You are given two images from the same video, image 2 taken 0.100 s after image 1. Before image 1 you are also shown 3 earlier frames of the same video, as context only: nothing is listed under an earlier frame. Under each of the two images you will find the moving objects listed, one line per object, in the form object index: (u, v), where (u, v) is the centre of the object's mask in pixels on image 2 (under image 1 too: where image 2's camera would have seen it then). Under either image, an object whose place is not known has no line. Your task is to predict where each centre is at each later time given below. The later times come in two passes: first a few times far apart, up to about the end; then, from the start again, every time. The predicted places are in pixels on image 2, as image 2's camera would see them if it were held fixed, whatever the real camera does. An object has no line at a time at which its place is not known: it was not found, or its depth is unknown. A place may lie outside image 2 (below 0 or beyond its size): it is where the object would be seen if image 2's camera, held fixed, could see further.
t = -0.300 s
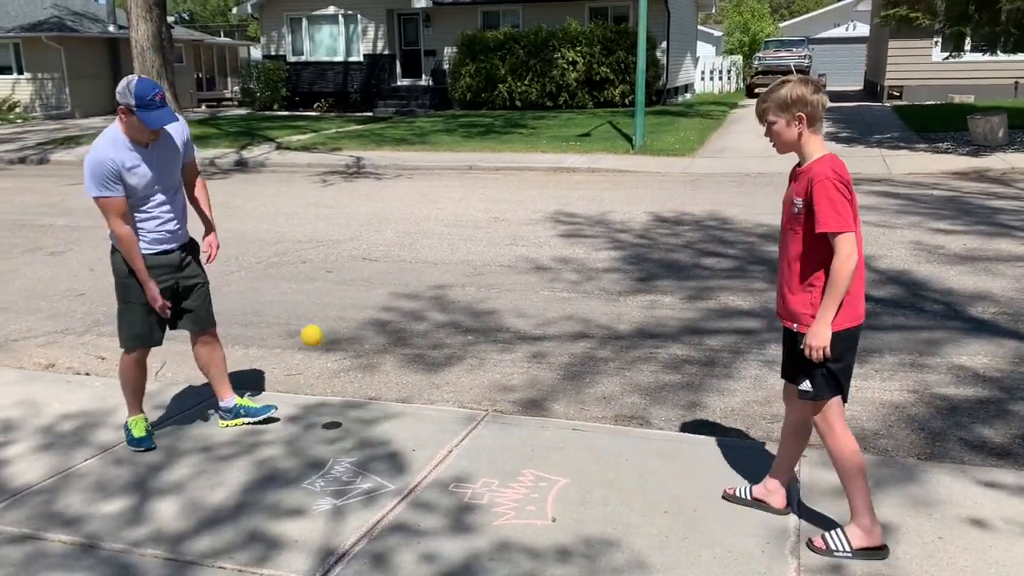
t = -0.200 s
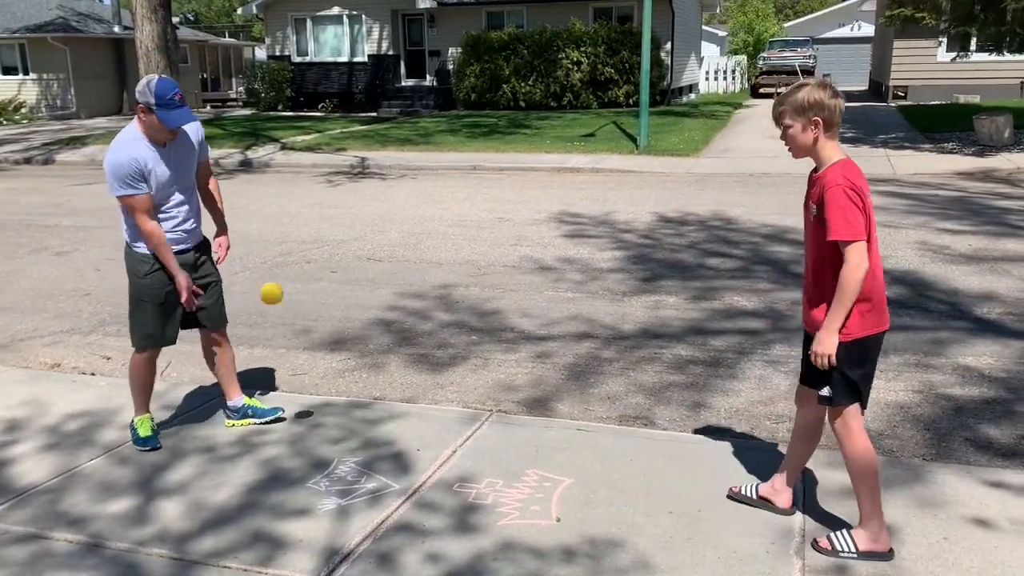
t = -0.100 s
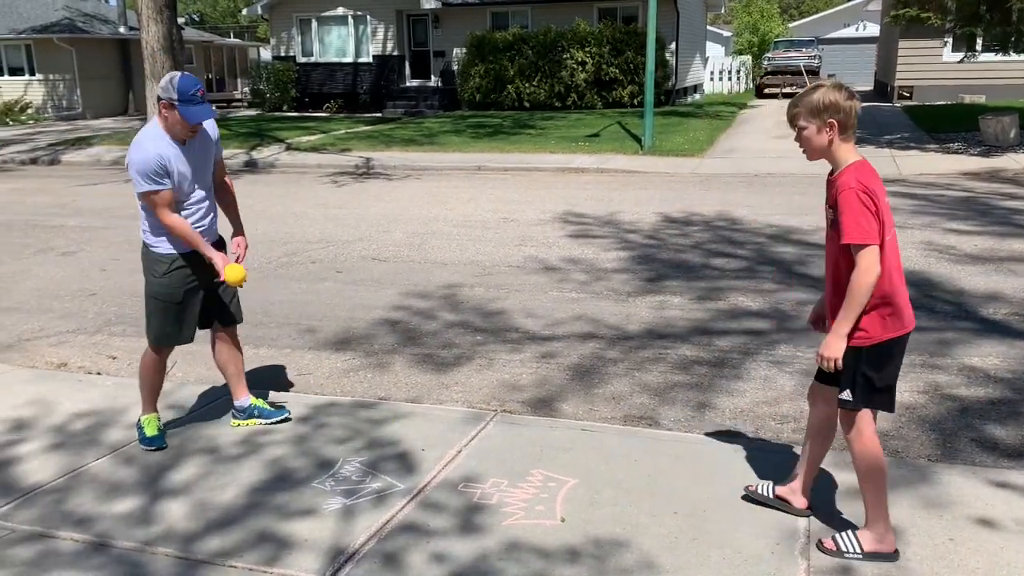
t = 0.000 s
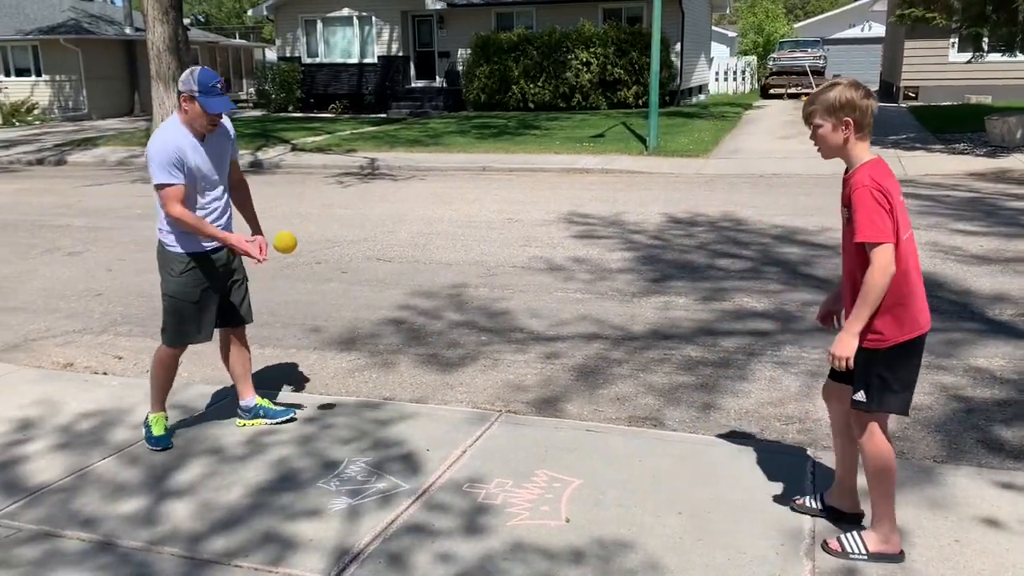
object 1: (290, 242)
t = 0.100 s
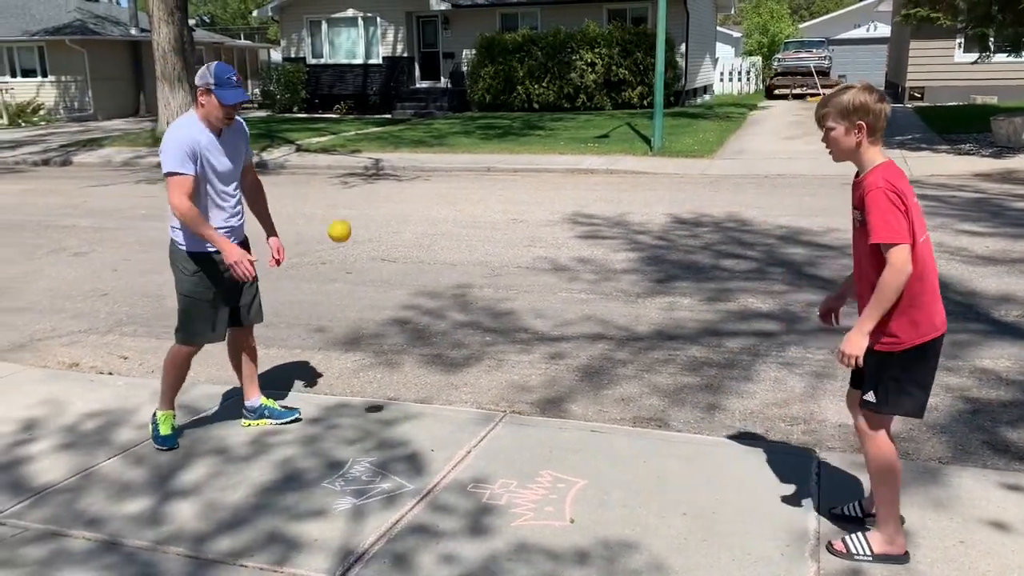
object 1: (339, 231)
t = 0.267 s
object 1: (429, 263)
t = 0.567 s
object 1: (598, 487)
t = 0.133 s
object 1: (357, 232)
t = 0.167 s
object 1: (374, 235)
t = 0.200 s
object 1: (393, 242)
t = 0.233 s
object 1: (411, 251)
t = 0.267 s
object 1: (429, 263)
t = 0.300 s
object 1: (447, 277)
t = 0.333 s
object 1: (466, 294)
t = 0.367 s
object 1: (485, 314)
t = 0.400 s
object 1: (503, 336)
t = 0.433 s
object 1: (522, 362)
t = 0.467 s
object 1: (542, 391)
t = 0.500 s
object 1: (561, 422)
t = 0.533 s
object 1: (580, 455)
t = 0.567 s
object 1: (598, 487)
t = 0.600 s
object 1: (609, 467)
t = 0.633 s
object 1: (619, 448)
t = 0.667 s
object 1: (631, 432)
